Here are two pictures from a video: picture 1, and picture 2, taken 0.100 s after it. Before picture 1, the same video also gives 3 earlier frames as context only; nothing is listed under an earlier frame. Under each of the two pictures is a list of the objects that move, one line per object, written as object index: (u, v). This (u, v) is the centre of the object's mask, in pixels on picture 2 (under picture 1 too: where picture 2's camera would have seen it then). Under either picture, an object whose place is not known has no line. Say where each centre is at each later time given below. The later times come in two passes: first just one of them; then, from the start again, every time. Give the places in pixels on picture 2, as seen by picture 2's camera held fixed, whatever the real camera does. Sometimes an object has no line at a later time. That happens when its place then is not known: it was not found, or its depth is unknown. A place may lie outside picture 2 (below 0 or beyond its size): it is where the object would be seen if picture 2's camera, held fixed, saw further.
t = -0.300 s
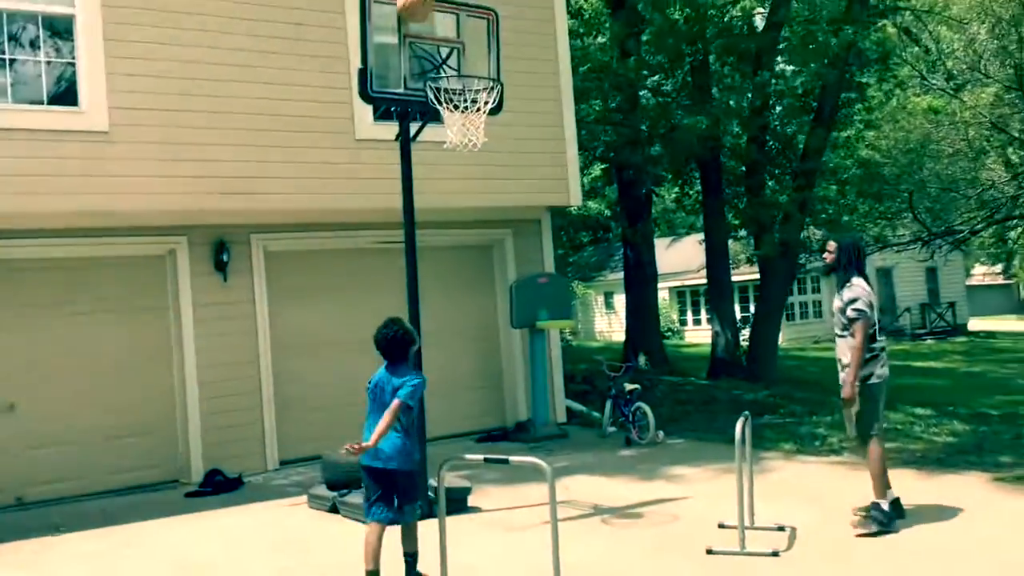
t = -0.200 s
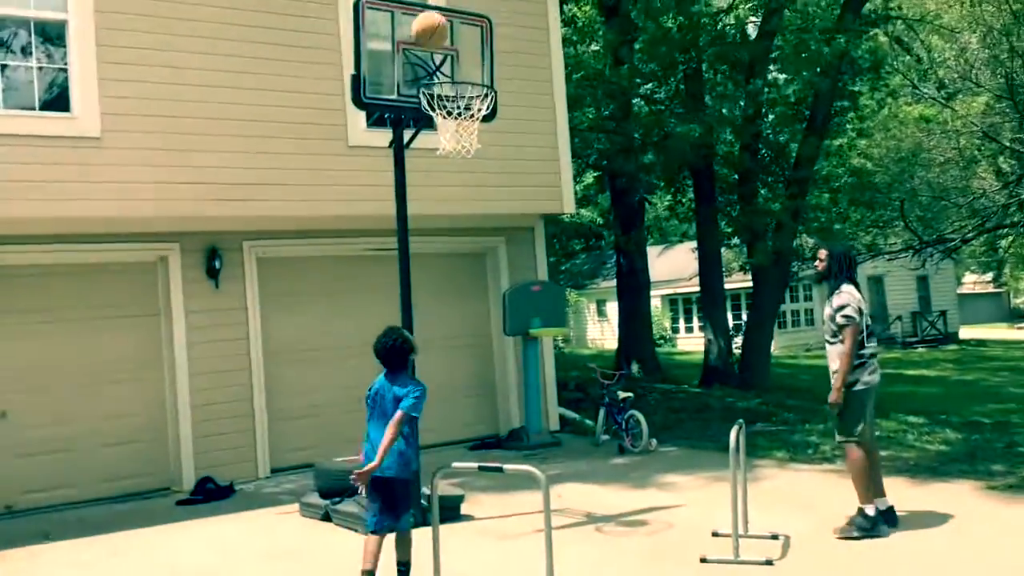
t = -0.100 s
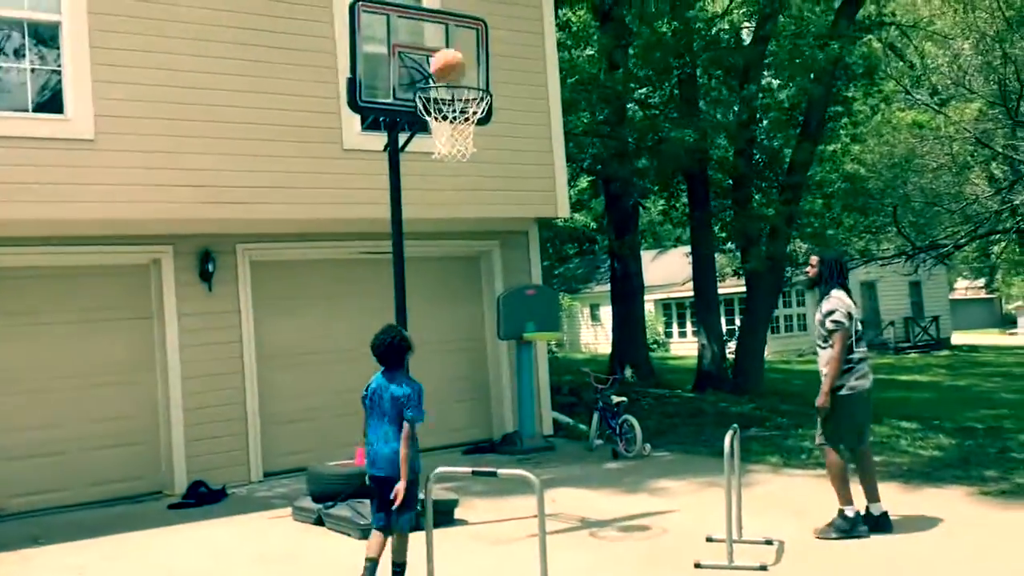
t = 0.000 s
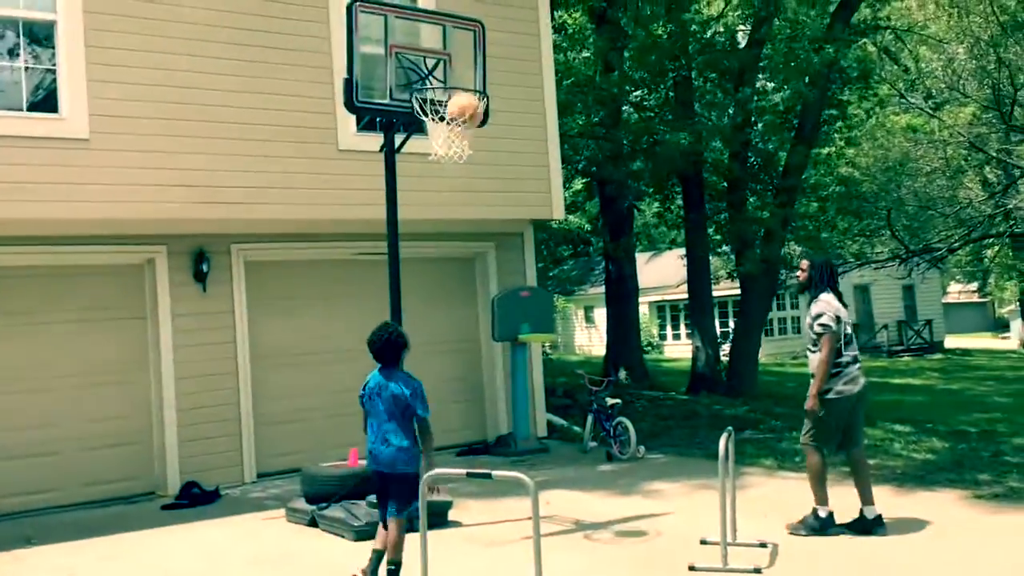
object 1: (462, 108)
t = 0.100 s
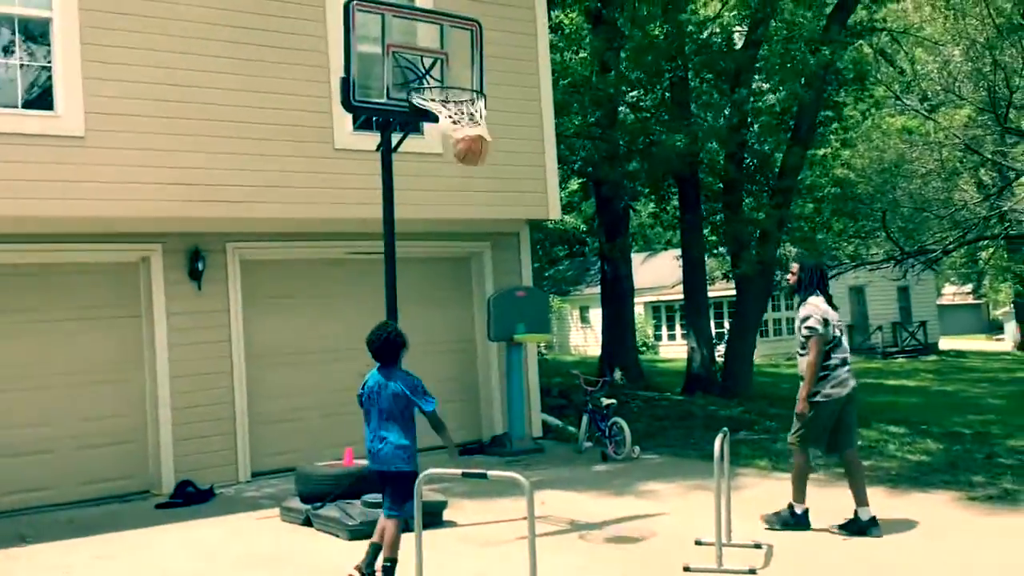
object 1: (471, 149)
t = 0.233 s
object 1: (478, 206)
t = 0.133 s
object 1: (471, 161)
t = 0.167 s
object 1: (473, 175)
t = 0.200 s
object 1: (476, 191)
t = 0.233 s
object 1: (478, 206)
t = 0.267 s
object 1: (481, 228)
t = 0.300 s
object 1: (484, 251)
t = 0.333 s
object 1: (486, 274)
